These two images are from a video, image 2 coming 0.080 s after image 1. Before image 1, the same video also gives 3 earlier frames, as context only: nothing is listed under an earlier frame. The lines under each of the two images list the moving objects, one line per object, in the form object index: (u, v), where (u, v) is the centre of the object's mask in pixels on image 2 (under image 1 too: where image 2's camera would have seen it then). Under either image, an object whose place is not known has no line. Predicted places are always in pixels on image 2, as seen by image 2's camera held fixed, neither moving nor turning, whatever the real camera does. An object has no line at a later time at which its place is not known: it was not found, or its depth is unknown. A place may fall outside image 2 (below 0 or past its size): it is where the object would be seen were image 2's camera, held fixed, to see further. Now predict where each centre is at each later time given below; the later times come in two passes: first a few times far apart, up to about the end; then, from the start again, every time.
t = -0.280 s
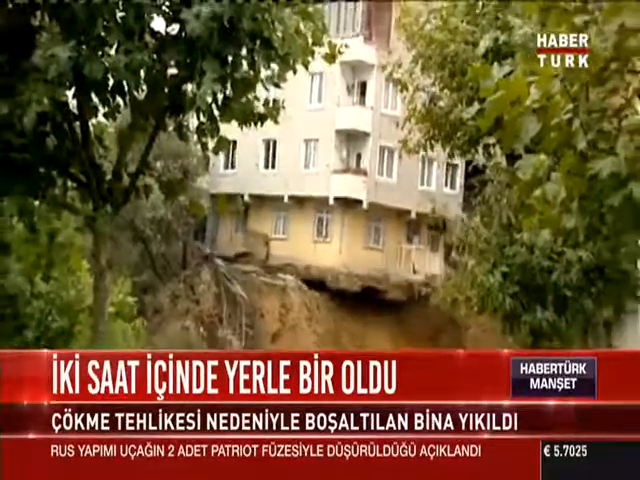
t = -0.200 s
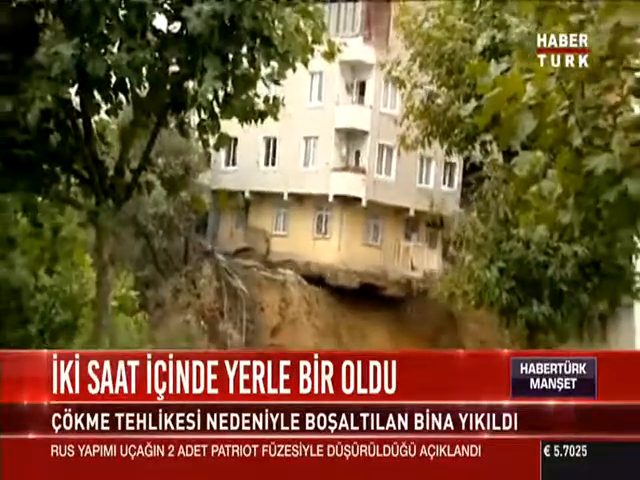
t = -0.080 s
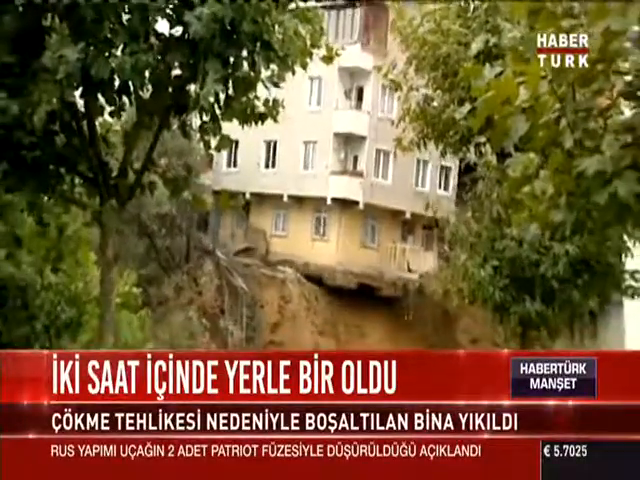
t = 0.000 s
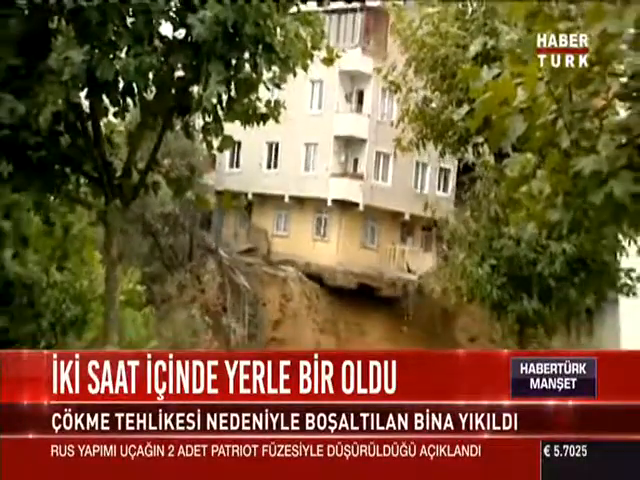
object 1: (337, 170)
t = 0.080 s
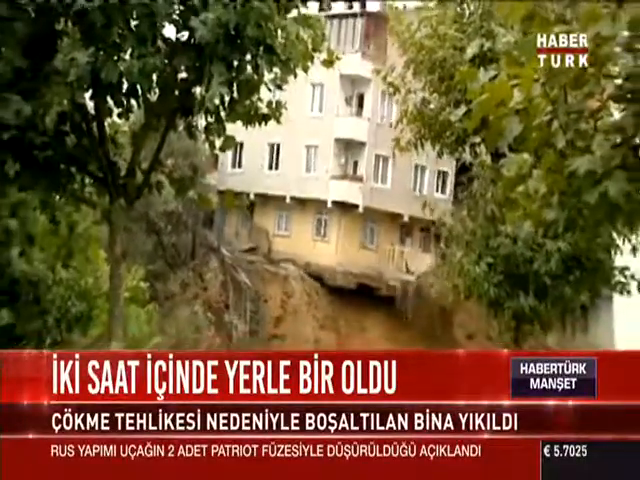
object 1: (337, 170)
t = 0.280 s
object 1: (339, 172)
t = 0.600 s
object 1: (341, 174)
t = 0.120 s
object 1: (337, 169)
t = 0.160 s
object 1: (338, 169)
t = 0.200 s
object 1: (338, 169)
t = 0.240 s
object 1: (339, 170)
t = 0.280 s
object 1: (339, 172)
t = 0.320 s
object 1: (340, 173)
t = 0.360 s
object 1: (340, 174)
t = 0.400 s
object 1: (340, 175)
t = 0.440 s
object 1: (341, 175)
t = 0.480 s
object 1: (341, 175)
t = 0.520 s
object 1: (340, 173)
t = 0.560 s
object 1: (341, 174)
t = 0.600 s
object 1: (341, 174)
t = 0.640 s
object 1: (341, 175)
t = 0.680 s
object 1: (342, 175)
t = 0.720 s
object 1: (342, 176)
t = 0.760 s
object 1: (344, 178)
